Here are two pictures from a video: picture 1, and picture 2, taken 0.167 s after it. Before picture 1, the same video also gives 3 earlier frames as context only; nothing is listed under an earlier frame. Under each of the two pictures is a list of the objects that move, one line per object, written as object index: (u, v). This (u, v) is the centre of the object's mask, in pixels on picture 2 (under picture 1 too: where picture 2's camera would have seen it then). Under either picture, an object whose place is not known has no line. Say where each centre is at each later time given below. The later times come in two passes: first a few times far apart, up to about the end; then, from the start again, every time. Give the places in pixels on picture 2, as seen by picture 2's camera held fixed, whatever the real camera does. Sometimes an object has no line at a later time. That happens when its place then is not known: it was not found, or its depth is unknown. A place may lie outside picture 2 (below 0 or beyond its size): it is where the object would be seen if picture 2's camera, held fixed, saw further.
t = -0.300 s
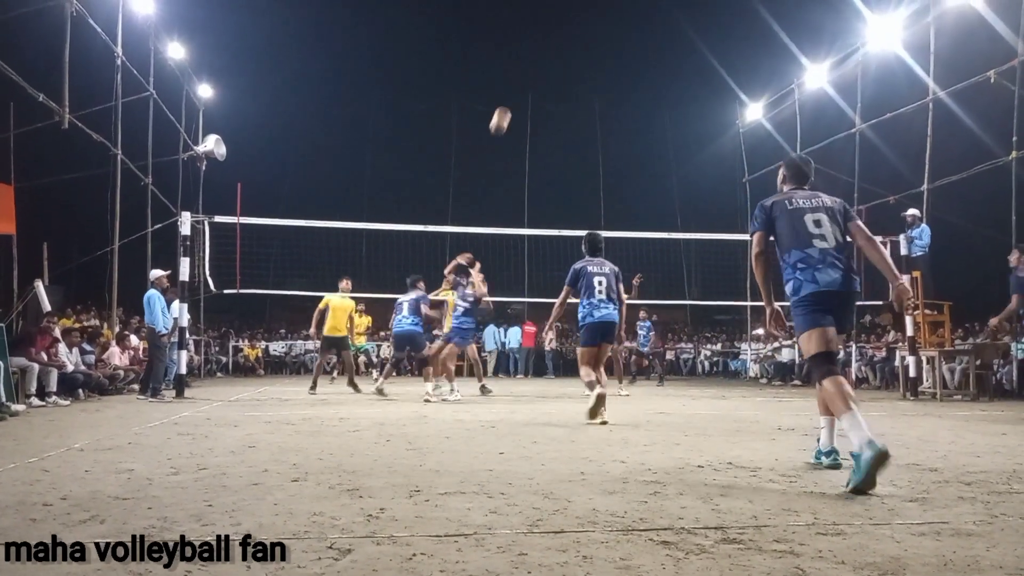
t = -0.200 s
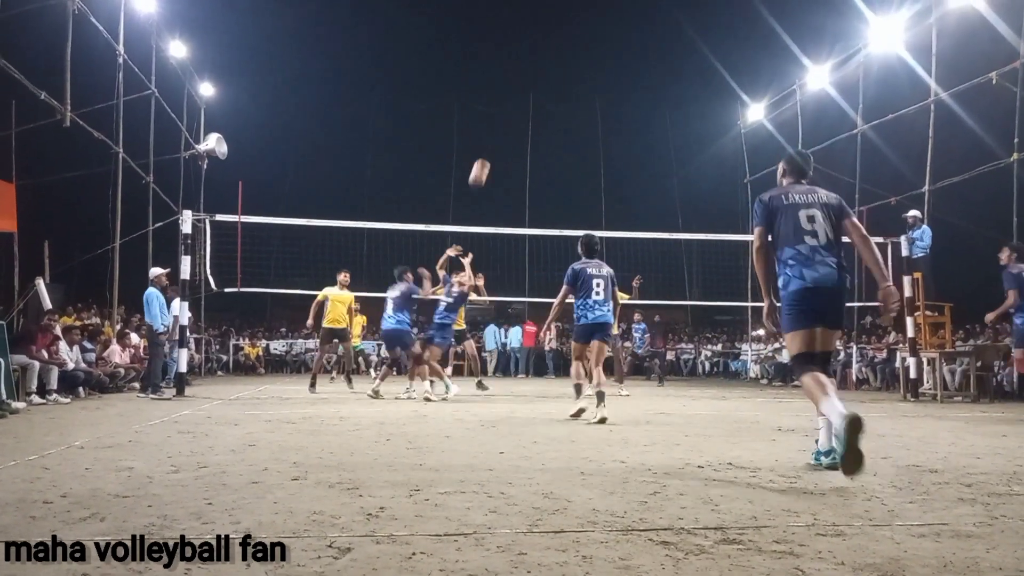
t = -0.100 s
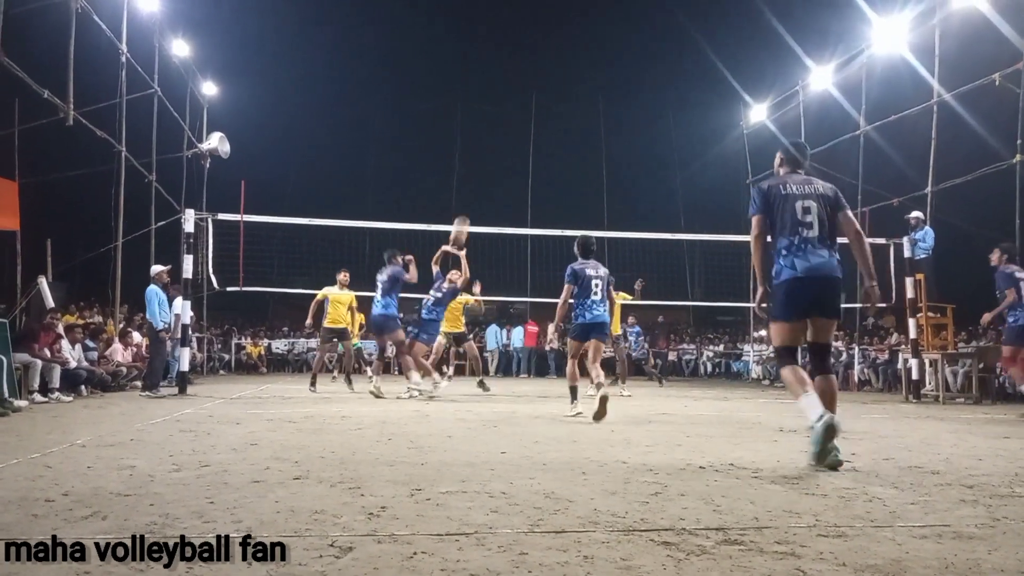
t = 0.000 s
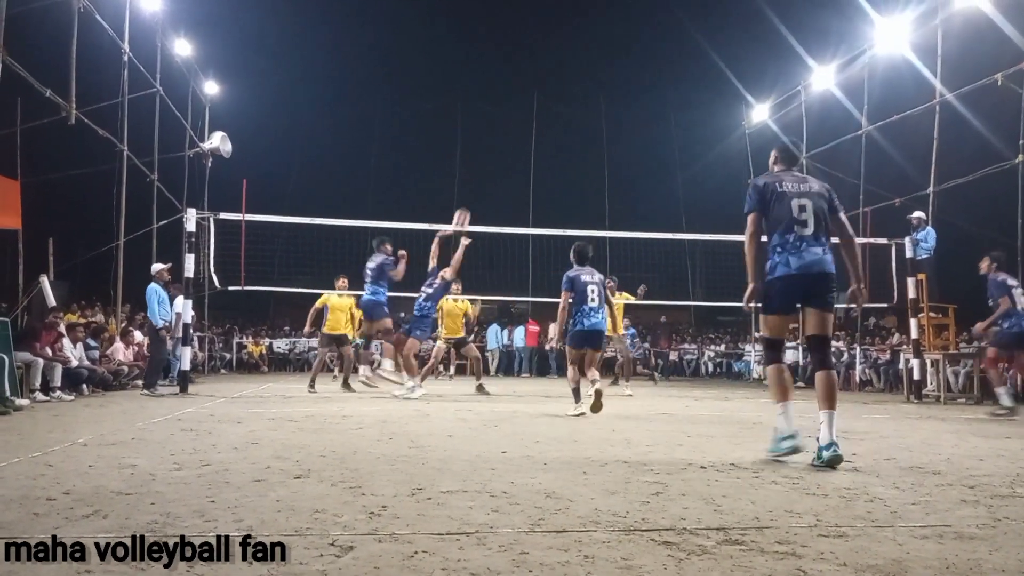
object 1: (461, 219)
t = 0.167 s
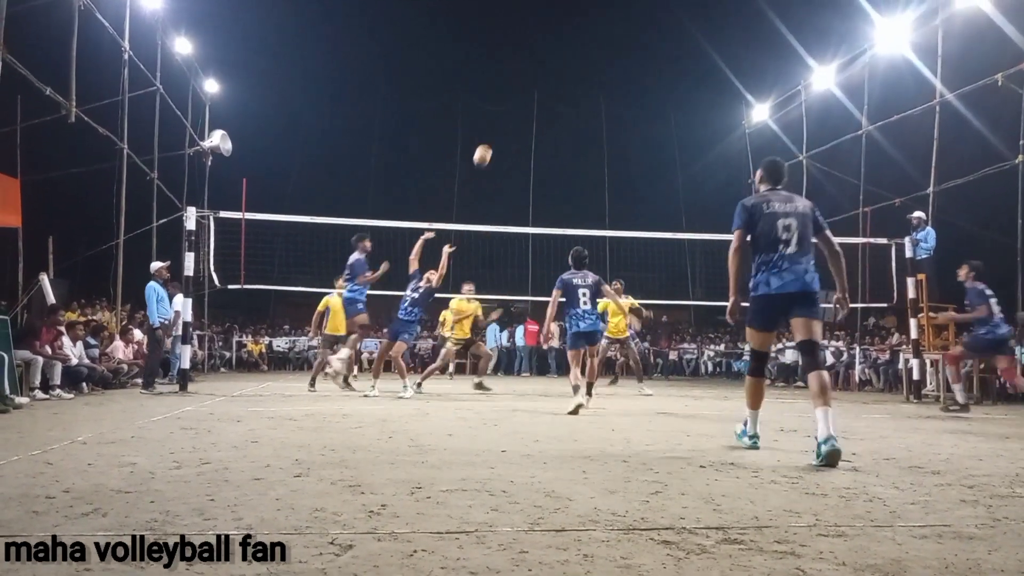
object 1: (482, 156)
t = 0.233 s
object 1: (490, 137)
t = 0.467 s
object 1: (516, 93)
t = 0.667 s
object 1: (538, 88)
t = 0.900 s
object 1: (562, 119)
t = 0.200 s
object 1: (486, 146)
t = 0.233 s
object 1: (490, 137)
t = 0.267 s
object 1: (494, 128)
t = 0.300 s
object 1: (498, 120)
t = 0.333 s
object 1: (502, 113)
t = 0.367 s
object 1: (506, 107)
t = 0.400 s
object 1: (509, 101)
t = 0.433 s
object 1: (513, 97)
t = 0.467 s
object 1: (516, 93)
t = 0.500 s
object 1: (520, 90)
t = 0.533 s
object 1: (524, 88)
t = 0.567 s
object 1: (527, 87)
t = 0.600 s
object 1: (531, 87)
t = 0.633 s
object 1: (534, 87)
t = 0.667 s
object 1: (538, 88)
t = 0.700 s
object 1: (541, 90)
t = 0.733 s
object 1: (545, 93)
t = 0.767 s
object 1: (548, 97)
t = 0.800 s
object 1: (552, 101)
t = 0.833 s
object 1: (555, 106)
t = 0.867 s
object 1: (559, 112)
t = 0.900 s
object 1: (562, 119)
